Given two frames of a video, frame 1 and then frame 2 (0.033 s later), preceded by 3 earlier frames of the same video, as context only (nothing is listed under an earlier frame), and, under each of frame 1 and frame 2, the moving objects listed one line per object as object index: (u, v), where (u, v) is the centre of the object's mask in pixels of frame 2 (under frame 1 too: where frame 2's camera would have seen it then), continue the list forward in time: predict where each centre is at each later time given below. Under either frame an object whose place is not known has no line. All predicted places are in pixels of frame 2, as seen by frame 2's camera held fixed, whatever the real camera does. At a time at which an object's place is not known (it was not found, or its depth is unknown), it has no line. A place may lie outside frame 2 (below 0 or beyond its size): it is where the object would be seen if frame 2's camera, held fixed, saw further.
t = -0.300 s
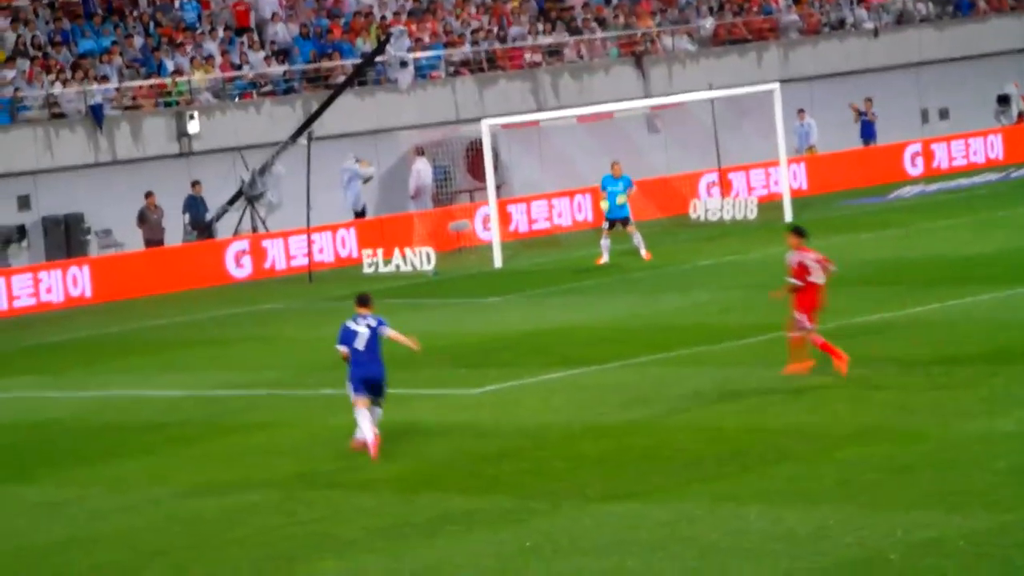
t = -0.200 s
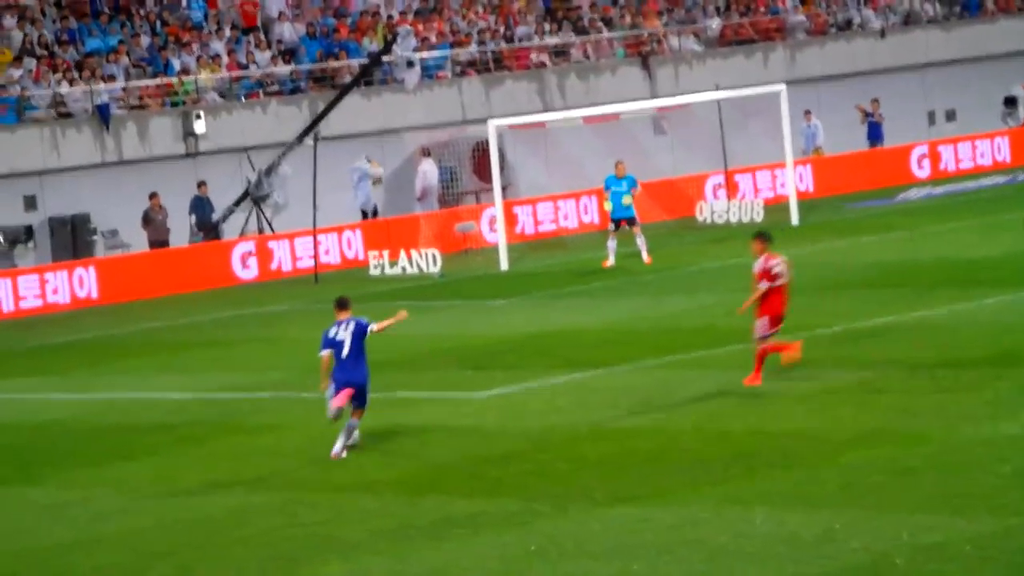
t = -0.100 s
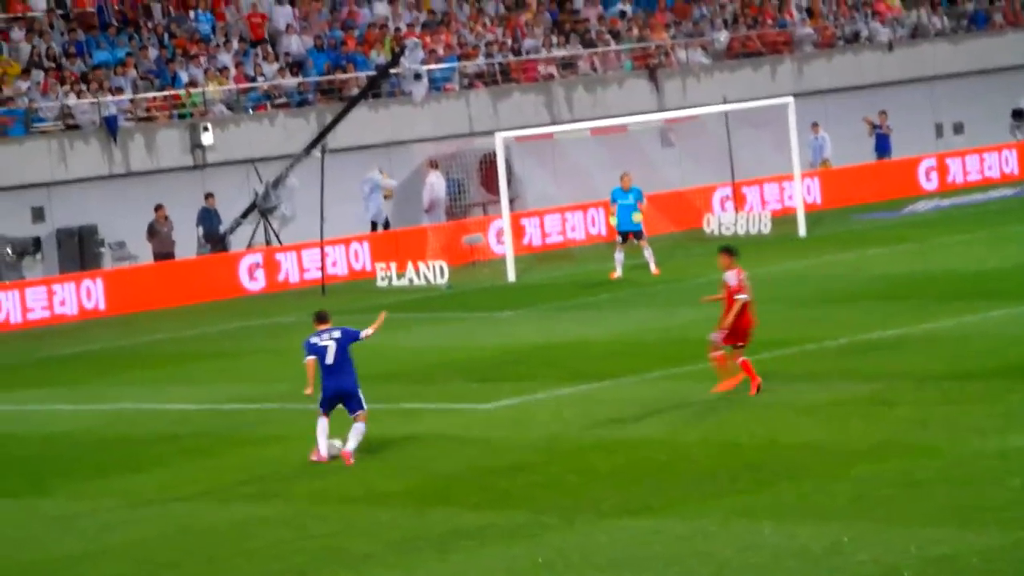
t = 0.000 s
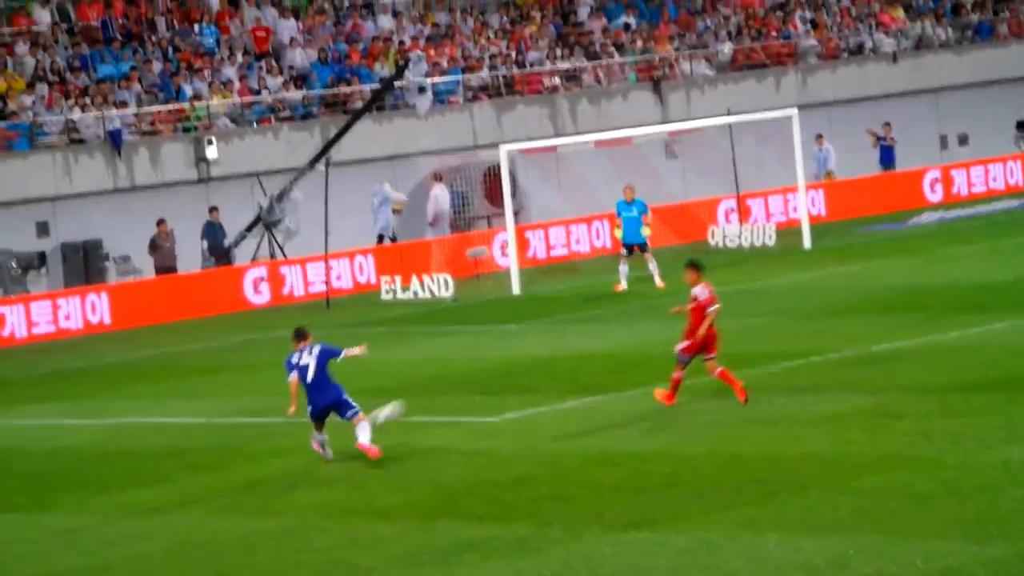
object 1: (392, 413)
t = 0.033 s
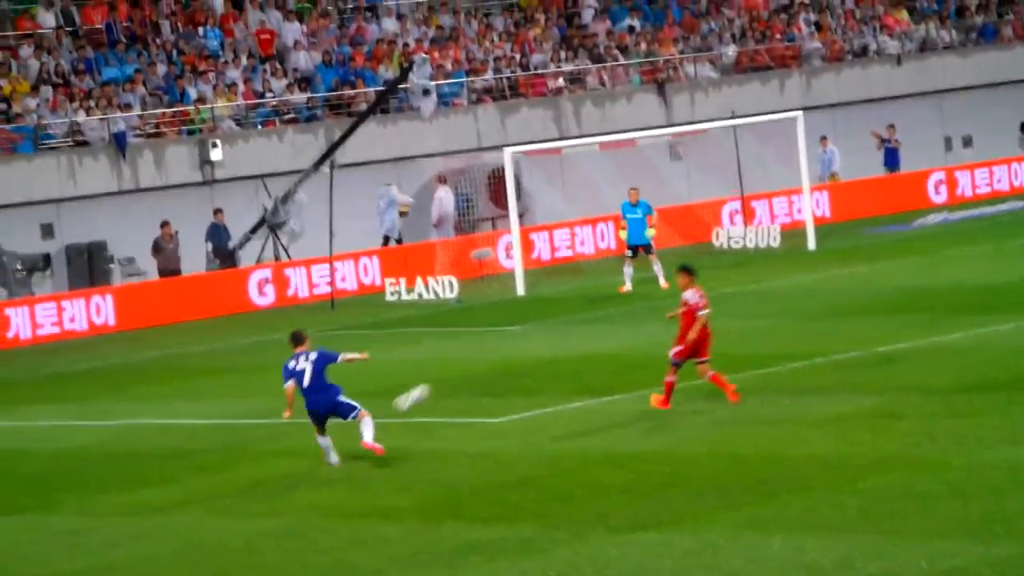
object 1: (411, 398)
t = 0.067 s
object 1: (434, 381)
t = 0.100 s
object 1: (457, 367)
